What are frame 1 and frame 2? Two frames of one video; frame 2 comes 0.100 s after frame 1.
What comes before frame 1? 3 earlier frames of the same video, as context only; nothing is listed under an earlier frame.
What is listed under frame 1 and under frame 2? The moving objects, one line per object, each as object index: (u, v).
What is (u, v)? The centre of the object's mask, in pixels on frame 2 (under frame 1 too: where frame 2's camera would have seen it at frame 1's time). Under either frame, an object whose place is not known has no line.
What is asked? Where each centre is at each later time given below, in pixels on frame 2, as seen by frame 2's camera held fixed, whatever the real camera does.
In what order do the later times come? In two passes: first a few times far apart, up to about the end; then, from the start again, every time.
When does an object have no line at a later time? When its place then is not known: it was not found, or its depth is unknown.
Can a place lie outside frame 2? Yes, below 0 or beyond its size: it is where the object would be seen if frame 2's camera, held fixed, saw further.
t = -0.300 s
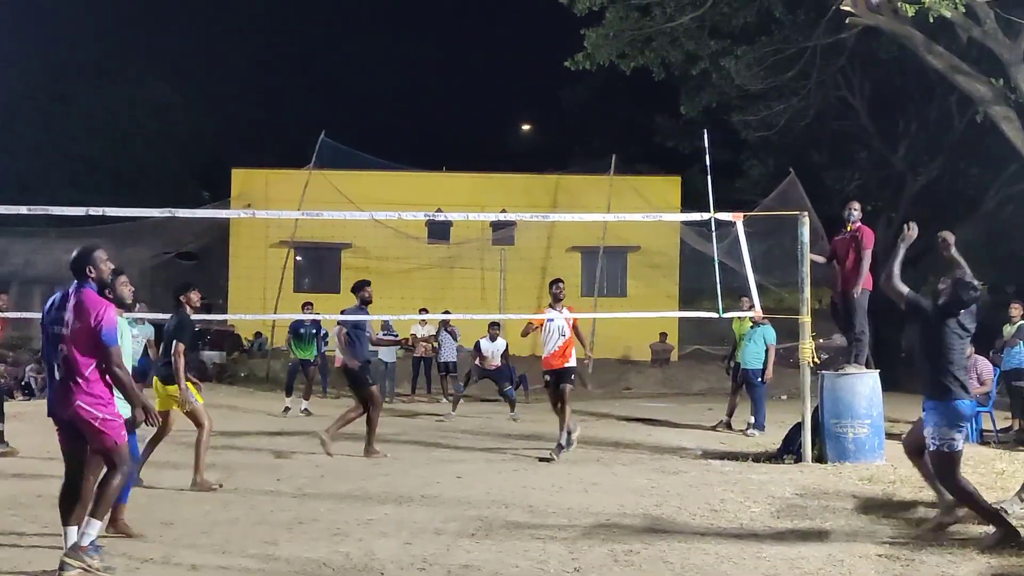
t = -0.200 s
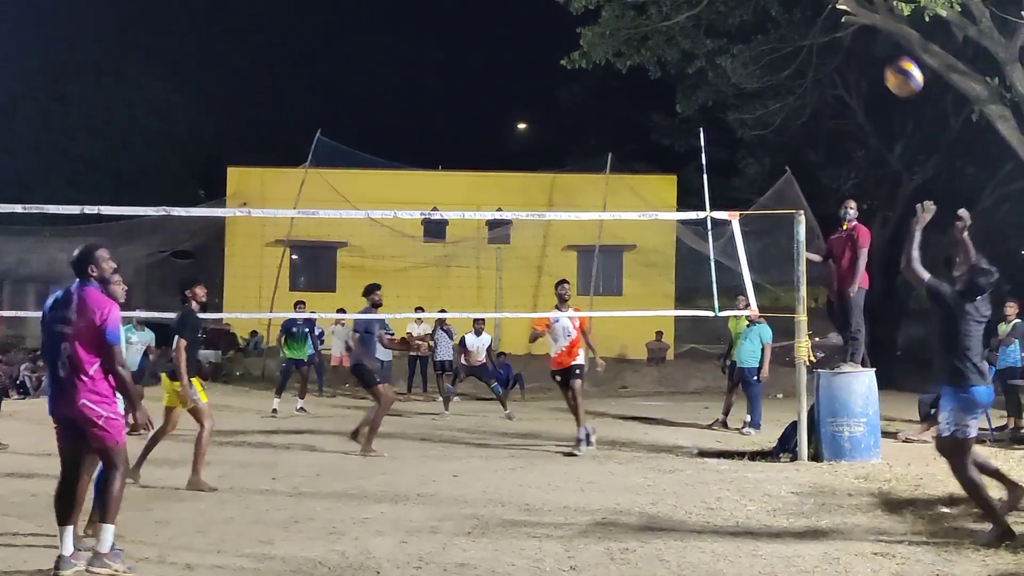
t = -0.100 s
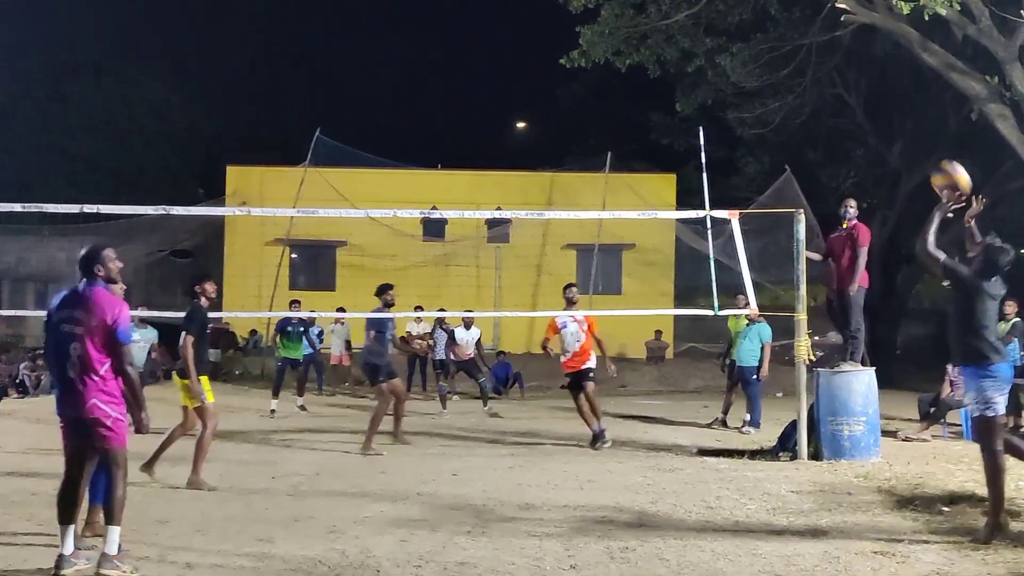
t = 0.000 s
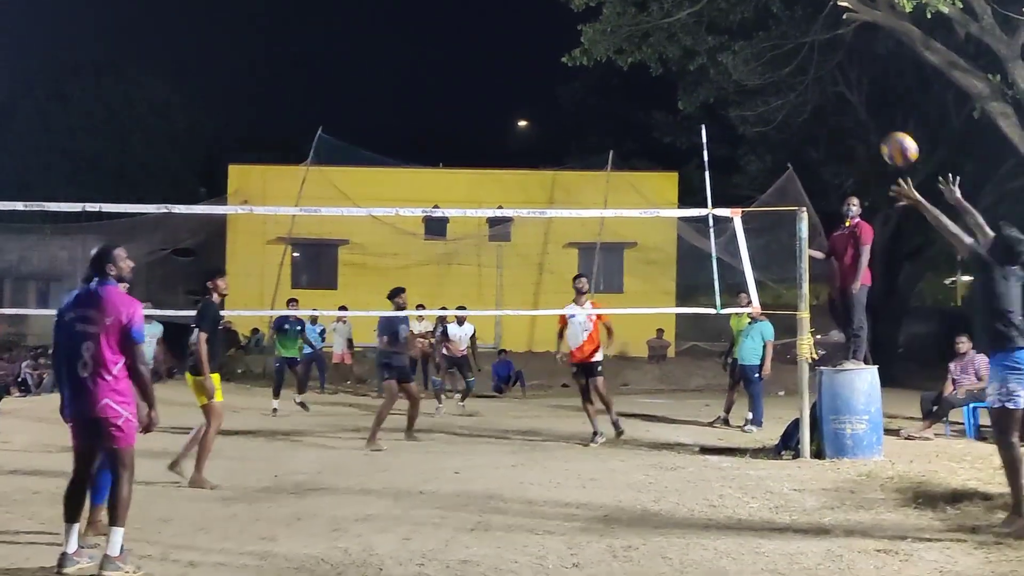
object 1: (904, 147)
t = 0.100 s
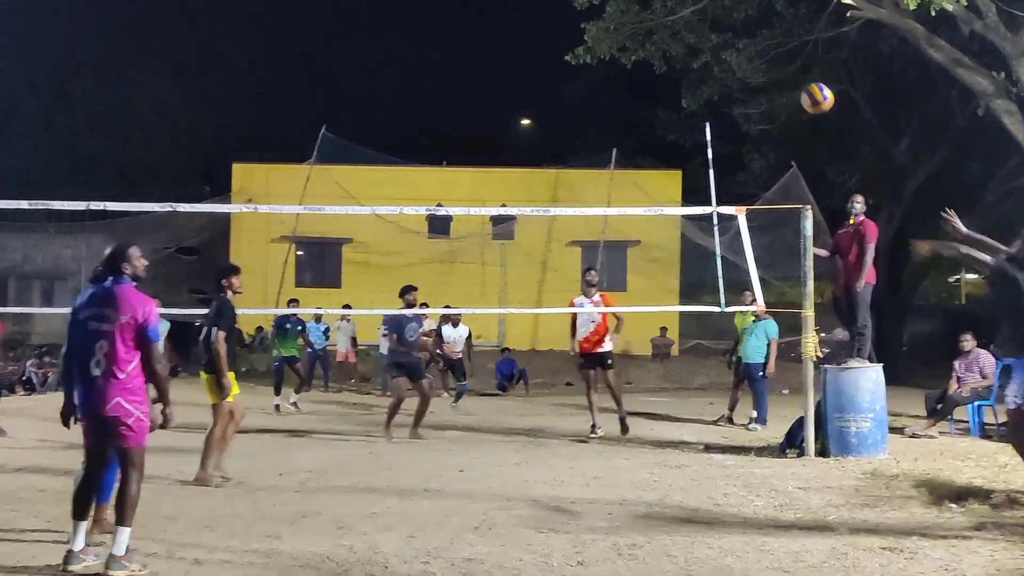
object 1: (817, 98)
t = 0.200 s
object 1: (744, 70)
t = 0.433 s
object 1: (611, 60)
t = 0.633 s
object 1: (524, 94)
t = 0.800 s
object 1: (466, 143)
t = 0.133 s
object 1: (791, 87)
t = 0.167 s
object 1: (767, 78)
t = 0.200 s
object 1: (744, 70)
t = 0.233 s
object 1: (722, 64)
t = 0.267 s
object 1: (701, 60)
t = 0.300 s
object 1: (681, 57)
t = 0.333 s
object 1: (662, 57)
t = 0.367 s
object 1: (644, 56)
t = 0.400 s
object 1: (627, 57)
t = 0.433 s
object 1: (611, 60)
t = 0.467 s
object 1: (594, 63)
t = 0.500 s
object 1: (579, 68)
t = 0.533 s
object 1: (564, 74)
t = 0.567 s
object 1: (551, 79)
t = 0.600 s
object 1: (537, 86)
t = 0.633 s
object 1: (524, 94)
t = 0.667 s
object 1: (512, 103)
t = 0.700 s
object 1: (499, 112)
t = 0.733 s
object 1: (487, 121)
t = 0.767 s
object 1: (476, 132)
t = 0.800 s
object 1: (466, 143)
